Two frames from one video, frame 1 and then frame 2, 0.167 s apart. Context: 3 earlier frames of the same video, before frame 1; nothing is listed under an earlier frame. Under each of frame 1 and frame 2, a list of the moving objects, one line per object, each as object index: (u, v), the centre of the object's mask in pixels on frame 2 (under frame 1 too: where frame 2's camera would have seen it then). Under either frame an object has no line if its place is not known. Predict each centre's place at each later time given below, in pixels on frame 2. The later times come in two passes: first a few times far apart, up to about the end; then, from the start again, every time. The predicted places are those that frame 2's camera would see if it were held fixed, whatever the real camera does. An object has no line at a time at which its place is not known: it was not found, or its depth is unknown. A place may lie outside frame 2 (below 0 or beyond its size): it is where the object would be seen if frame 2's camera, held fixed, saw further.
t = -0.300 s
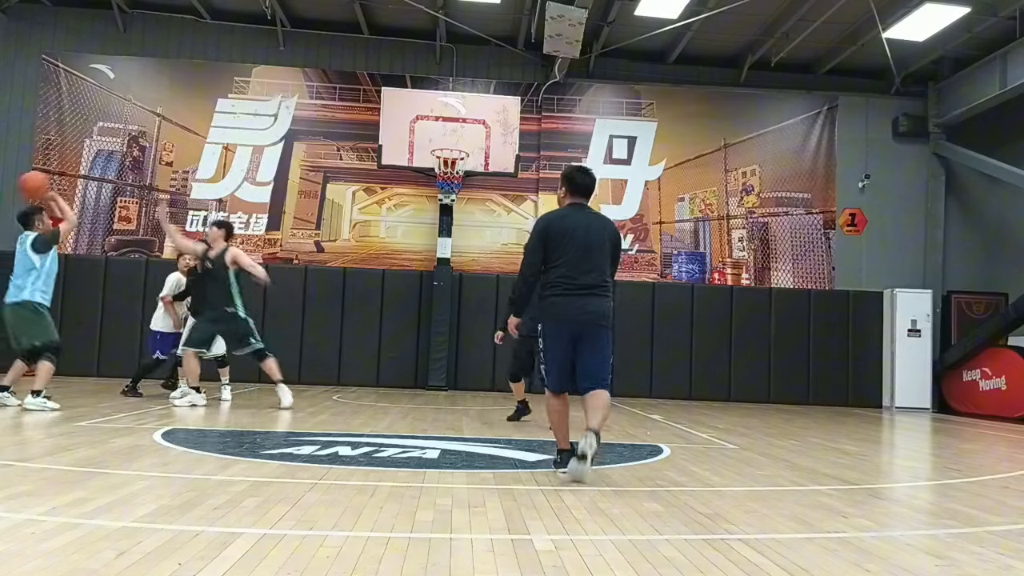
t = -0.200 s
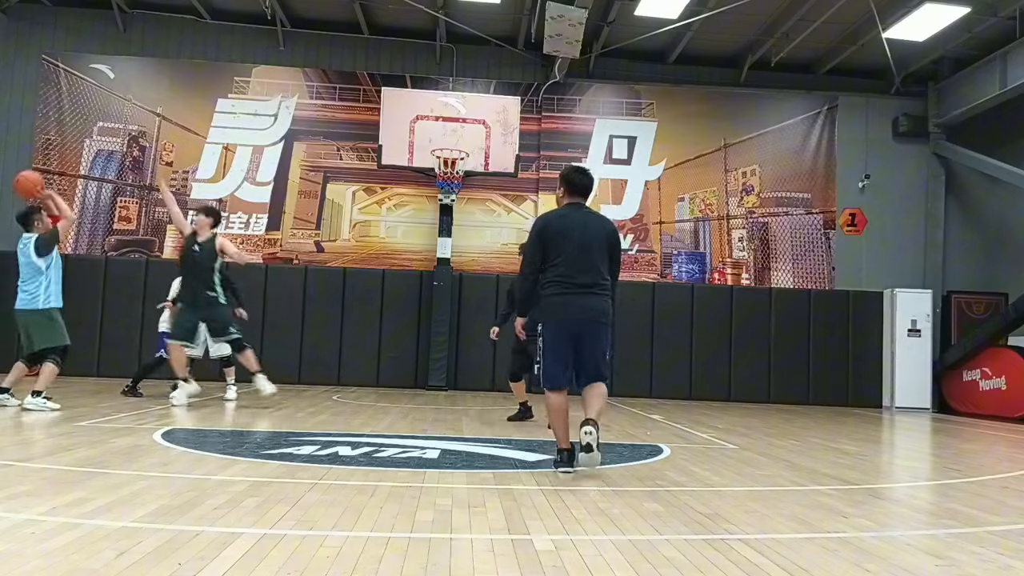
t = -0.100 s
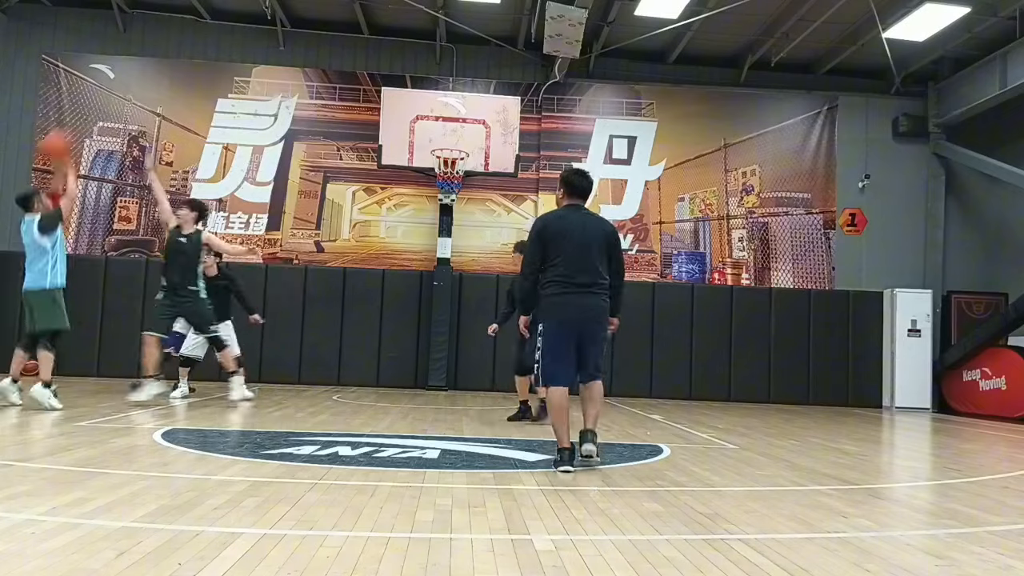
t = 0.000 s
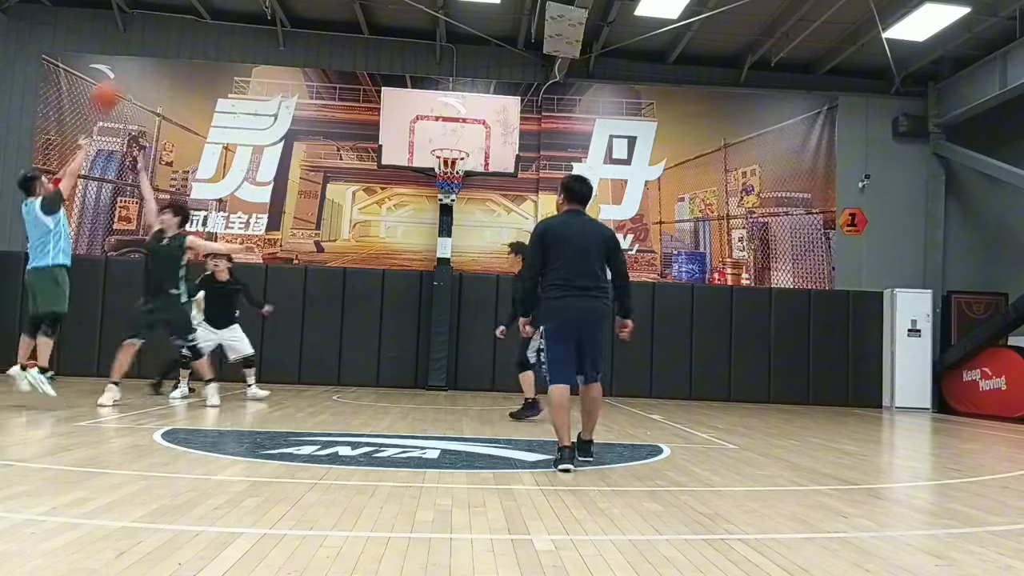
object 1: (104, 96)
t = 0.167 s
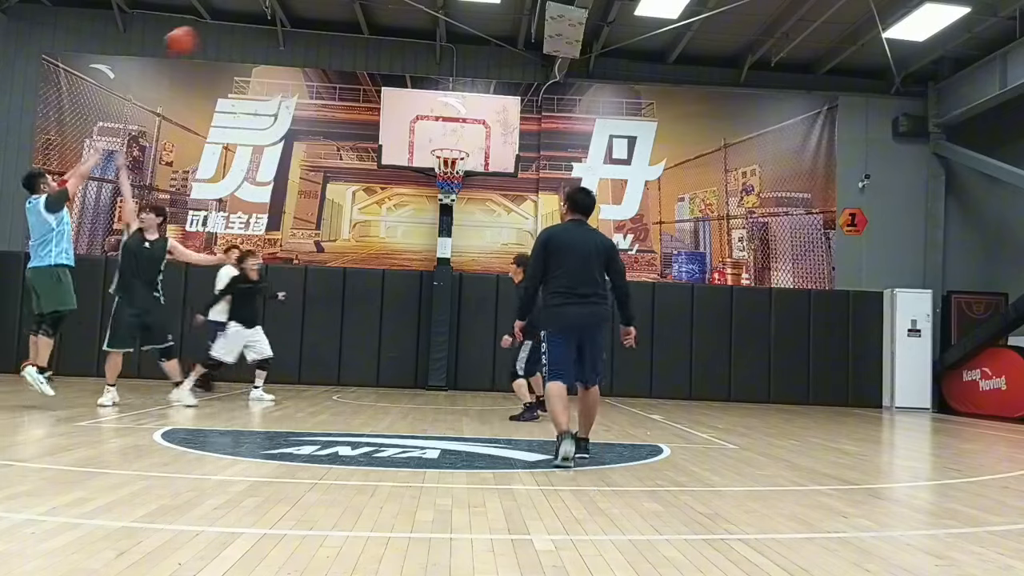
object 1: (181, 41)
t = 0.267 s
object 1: (220, 24)
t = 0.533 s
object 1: (313, 24)
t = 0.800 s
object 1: (385, 79)
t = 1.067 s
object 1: (423, 173)
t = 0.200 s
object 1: (194, 34)
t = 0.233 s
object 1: (208, 29)
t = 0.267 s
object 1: (220, 24)
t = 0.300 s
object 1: (233, 20)
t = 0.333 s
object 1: (246, 17)
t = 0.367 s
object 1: (257, 16)
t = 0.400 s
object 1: (268, 16)
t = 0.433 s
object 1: (280, 16)
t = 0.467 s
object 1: (291, 18)
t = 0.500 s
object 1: (302, 20)
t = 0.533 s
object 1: (313, 24)
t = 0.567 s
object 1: (323, 28)
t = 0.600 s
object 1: (332, 33)
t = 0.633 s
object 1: (341, 39)
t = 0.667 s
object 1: (351, 47)
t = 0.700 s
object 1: (360, 54)
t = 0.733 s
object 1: (369, 62)
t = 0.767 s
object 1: (377, 71)
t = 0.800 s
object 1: (385, 79)
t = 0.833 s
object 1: (392, 89)
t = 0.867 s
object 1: (400, 103)
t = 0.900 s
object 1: (408, 115)
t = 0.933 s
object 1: (416, 127)
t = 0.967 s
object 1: (424, 141)
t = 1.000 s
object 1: (428, 153)
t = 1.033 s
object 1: (426, 164)
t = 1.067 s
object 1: (423, 173)
